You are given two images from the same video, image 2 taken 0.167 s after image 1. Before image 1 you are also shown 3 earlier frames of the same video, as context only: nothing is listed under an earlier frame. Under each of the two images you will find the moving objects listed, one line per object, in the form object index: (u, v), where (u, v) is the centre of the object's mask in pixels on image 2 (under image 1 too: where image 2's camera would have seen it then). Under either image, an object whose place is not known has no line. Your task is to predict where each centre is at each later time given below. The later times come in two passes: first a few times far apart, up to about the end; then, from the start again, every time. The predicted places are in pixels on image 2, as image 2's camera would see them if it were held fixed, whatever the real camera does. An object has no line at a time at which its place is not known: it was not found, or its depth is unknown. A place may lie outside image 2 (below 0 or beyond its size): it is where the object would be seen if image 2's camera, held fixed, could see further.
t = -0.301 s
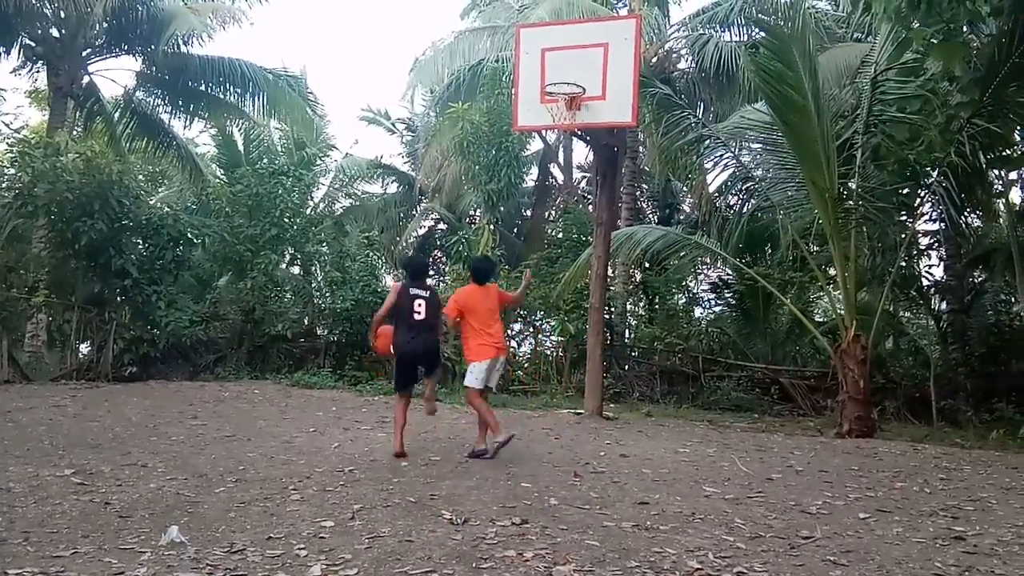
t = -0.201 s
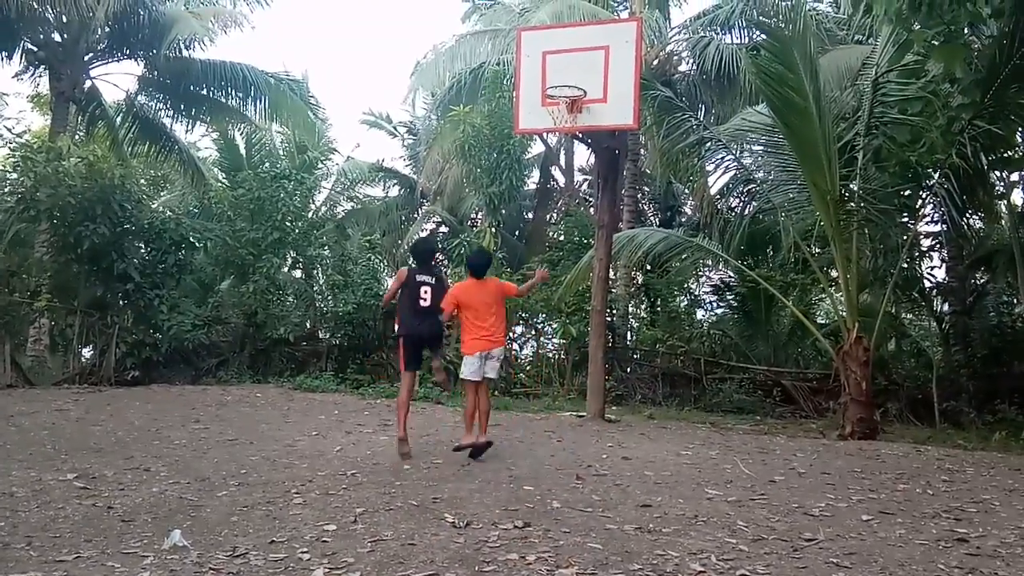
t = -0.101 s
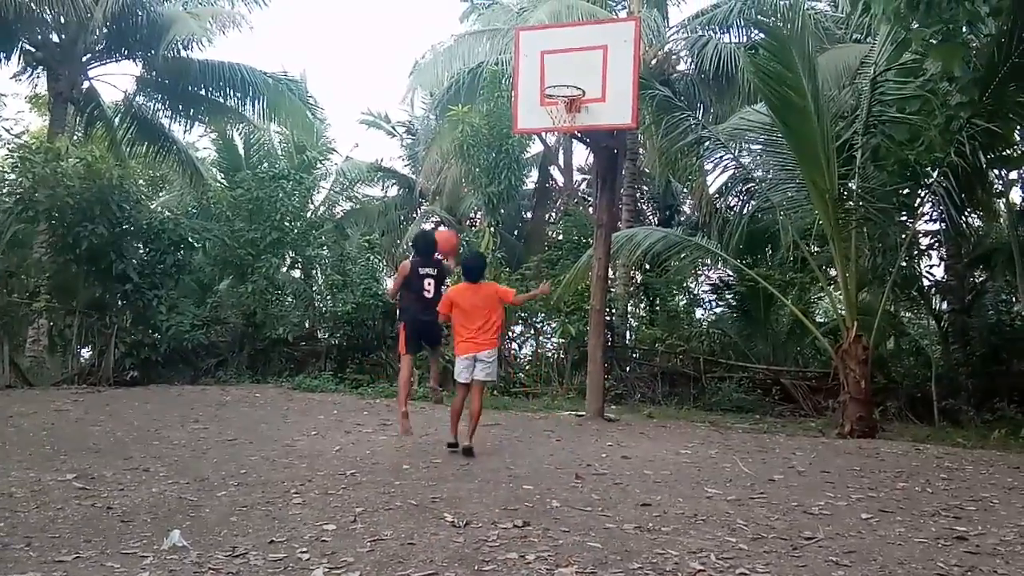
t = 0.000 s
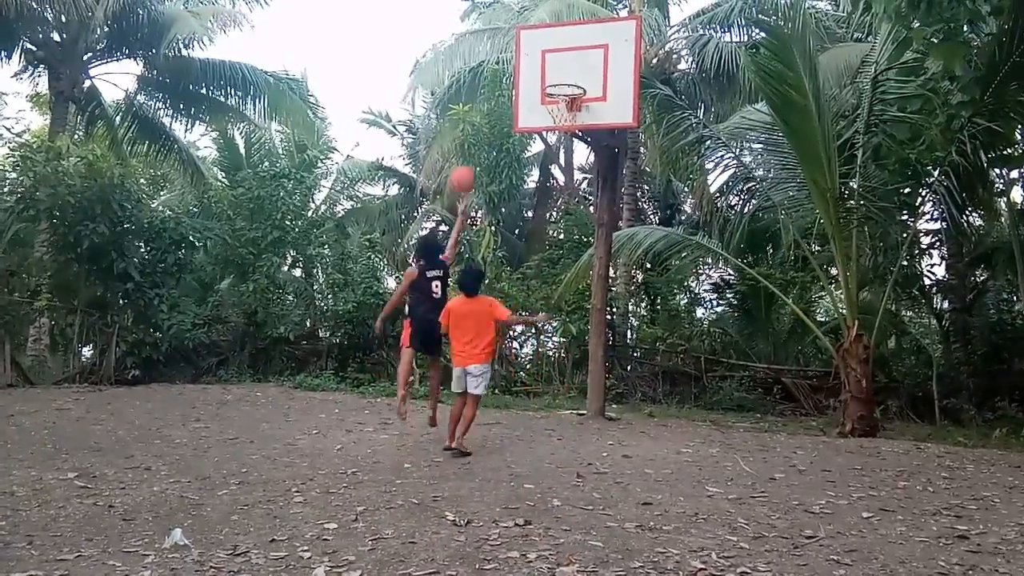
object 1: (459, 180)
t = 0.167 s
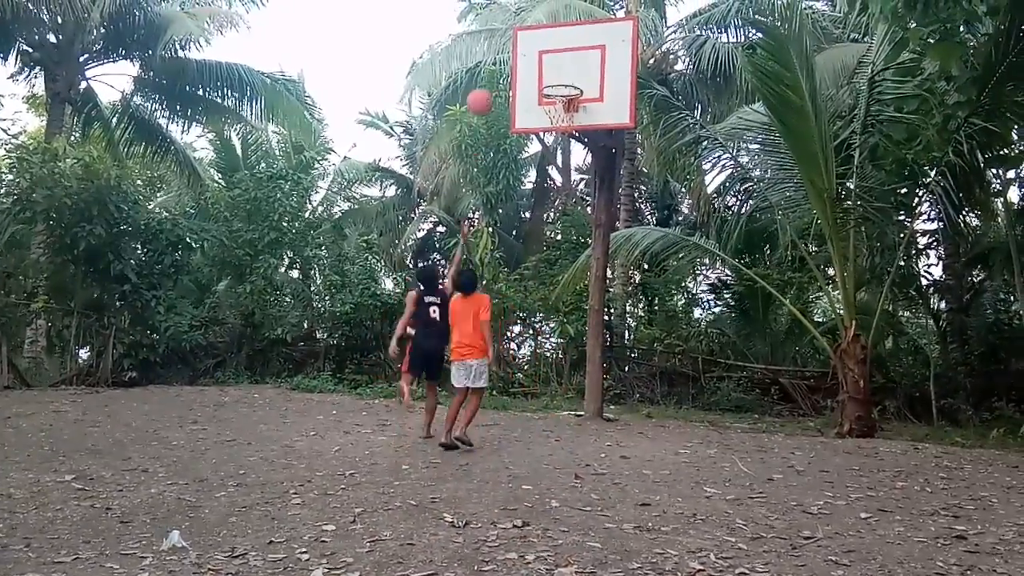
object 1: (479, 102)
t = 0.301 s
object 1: (496, 61)
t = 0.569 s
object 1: (526, 38)
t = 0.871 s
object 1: (564, 76)
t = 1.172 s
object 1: (582, 61)
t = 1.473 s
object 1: (597, 100)
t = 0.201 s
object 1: (483, 89)
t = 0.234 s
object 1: (487, 79)
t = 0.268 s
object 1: (491, 69)
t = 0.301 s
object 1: (496, 61)
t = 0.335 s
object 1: (499, 54)
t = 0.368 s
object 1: (504, 48)
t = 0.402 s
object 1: (507, 44)
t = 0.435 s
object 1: (512, 41)
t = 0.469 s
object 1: (514, 38)
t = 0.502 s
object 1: (519, 37)
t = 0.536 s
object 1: (522, 37)
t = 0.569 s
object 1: (526, 38)
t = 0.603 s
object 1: (530, 41)
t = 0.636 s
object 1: (534, 45)
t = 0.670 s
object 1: (537, 50)
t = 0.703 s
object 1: (541, 57)
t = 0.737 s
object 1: (544, 64)
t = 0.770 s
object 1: (548, 73)
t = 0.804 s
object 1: (552, 75)
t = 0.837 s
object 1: (559, 75)
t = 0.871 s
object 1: (564, 76)
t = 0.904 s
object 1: (570, 79)
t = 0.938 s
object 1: (575, 79)
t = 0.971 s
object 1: (579, 76)
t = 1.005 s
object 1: (582, 72)
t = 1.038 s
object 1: (582, 67)
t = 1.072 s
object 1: (582, 64)
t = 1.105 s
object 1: (582, 61)
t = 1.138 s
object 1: (582, 61)
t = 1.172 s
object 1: (582, 61)
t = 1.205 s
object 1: (582, 61)
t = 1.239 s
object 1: (582, 64)
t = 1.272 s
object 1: (582, 68)
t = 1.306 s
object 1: (582, 72)
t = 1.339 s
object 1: (582, 77)
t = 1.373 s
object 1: (588, 82)
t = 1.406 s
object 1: (591, 87)
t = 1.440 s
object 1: (593, 93)
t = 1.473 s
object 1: (597, 100)
